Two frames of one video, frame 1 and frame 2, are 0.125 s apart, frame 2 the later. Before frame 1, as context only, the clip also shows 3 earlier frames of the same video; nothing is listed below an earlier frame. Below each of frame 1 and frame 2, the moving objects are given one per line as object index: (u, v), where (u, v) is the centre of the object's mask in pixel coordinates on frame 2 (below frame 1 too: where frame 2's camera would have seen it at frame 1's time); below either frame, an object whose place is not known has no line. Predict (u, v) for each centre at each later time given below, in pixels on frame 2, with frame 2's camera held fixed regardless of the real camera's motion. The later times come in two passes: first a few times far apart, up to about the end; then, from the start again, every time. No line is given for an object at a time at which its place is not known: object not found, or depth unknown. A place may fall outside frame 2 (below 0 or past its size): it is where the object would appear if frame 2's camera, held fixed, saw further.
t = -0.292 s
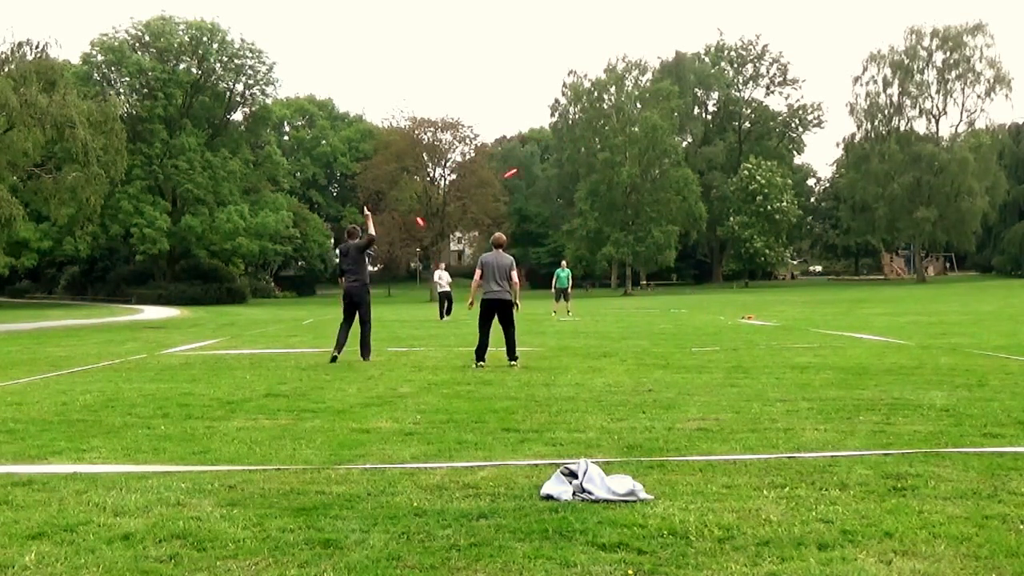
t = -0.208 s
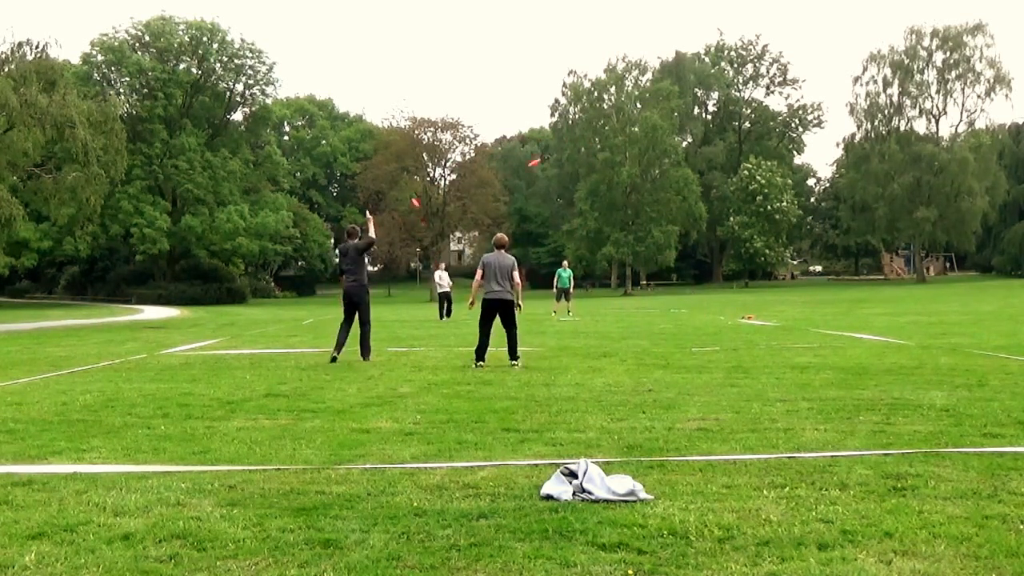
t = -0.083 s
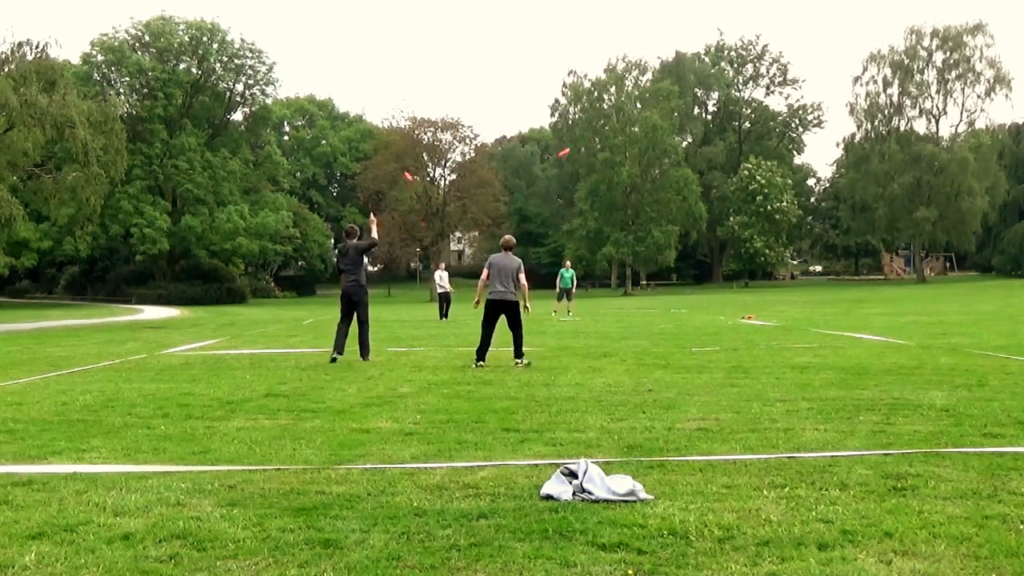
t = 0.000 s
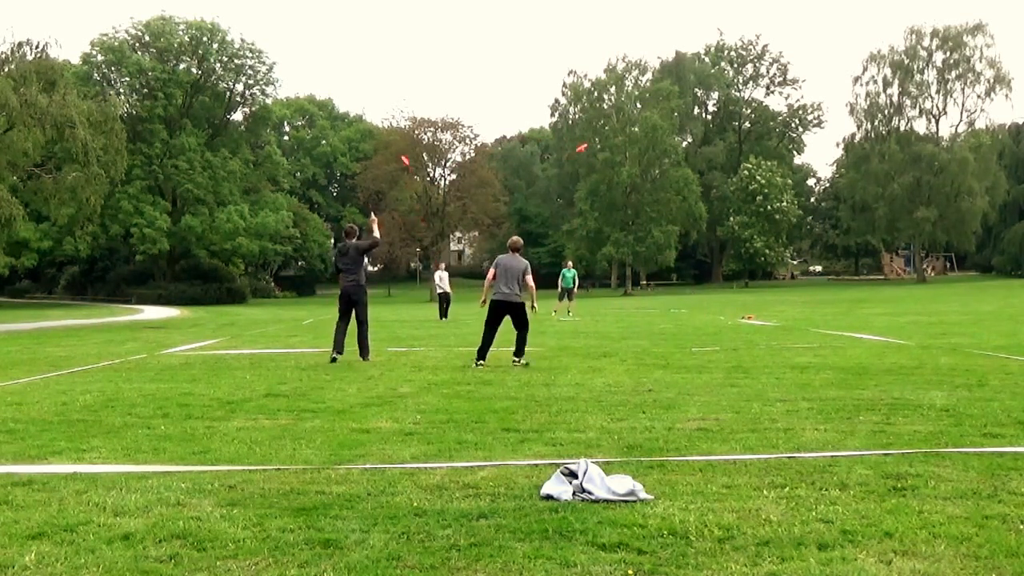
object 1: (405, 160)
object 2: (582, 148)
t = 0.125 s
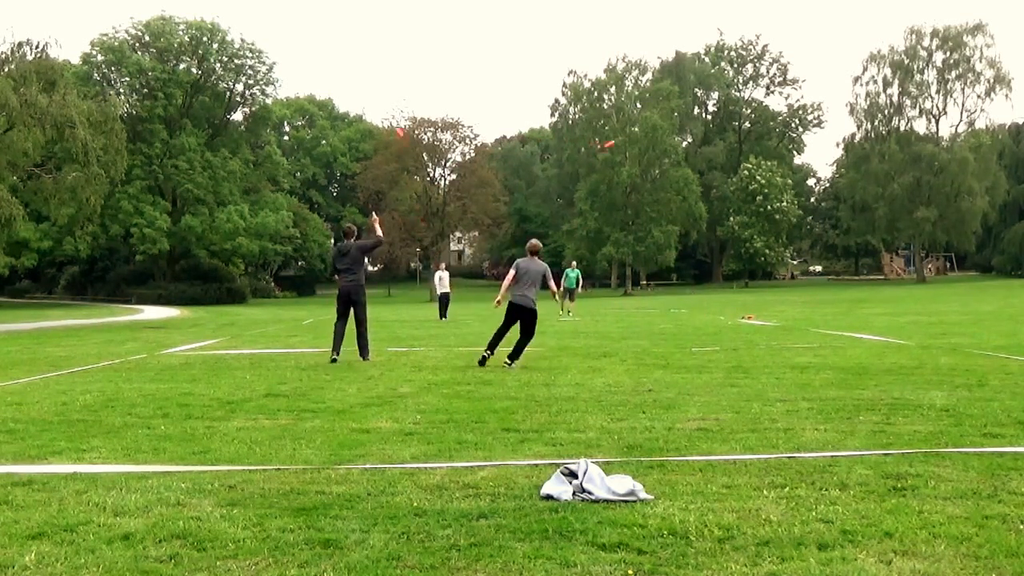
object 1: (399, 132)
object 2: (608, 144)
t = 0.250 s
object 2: (625, 143)
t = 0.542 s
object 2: (647, 150)
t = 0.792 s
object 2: (655, 161)
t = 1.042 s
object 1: (458, 80)
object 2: (655, 176)
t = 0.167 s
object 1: (399, 126)
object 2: (615, 143)
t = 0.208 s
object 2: (620, 143)
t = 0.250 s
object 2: (625, 143)
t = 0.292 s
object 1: (398, 109)
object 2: (629, 144)
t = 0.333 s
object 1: (397, 103)
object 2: (633, 144)
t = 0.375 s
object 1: (397, 98)
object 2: (636, 146)
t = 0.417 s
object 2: (639, 147)
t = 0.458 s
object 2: (643, 148)
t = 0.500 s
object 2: (646, 149)
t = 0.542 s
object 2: (647, 150)
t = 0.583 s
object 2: (649, 151)
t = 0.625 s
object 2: (650, 154)
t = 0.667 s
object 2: (652, 155)
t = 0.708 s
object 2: (653, 157)
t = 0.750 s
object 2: (654, 158)
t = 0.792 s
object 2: (655, 161)
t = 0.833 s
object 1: (425, 72)
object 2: (656, 163)
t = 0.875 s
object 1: (430, 73)
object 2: (656, 166)
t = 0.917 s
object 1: (436, 74)
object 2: (656, 169)
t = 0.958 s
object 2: (656, 172)
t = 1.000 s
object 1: (449, 77)
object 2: (655, 174)
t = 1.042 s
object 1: (458, 80)
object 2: (655, 176)
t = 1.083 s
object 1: (466, 84)
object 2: (654, 178)
